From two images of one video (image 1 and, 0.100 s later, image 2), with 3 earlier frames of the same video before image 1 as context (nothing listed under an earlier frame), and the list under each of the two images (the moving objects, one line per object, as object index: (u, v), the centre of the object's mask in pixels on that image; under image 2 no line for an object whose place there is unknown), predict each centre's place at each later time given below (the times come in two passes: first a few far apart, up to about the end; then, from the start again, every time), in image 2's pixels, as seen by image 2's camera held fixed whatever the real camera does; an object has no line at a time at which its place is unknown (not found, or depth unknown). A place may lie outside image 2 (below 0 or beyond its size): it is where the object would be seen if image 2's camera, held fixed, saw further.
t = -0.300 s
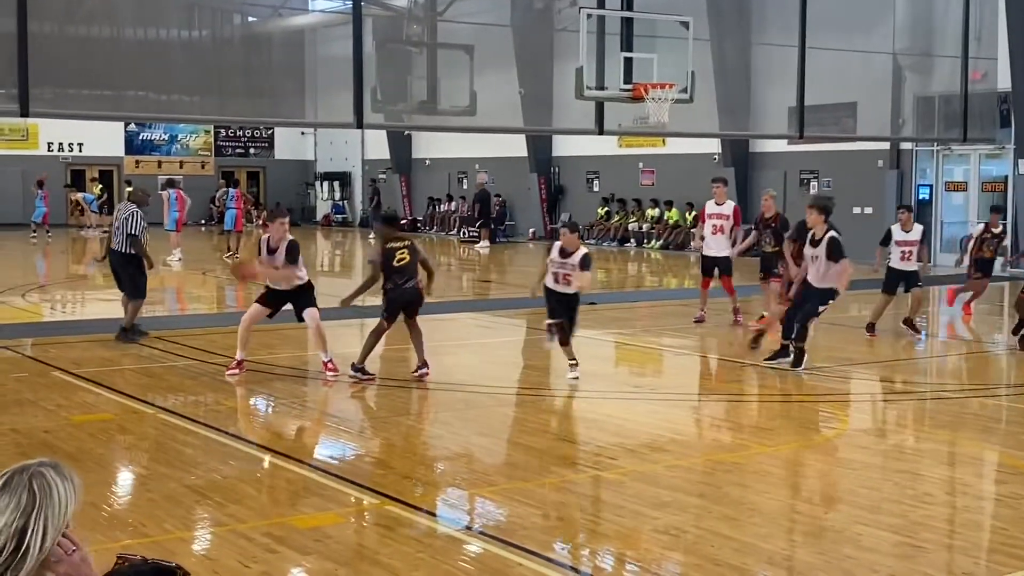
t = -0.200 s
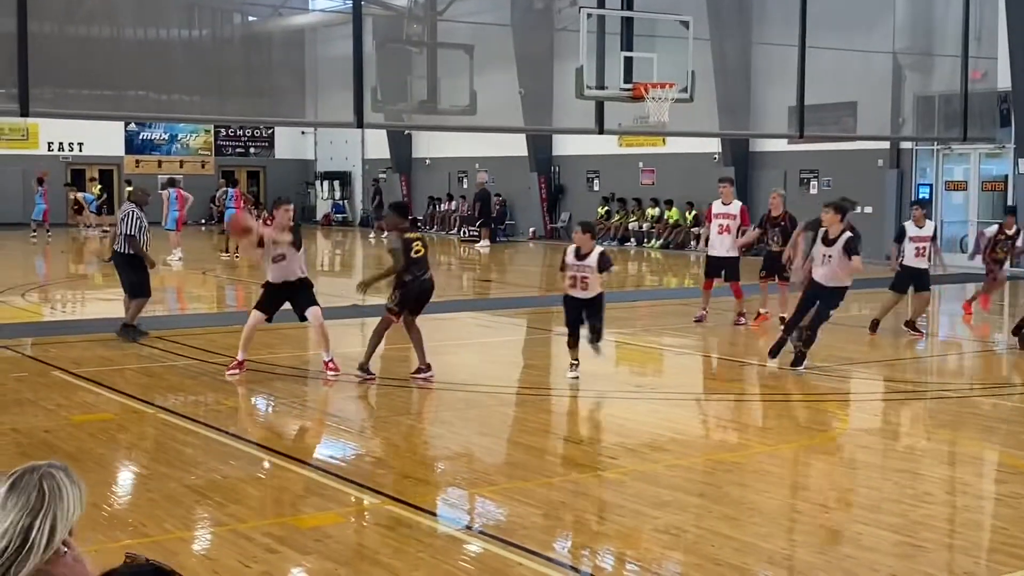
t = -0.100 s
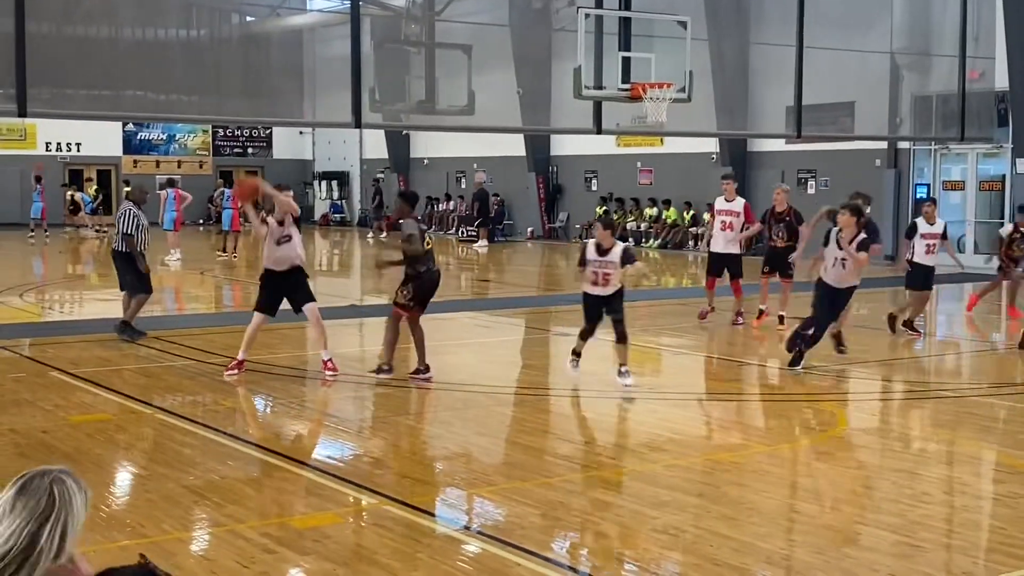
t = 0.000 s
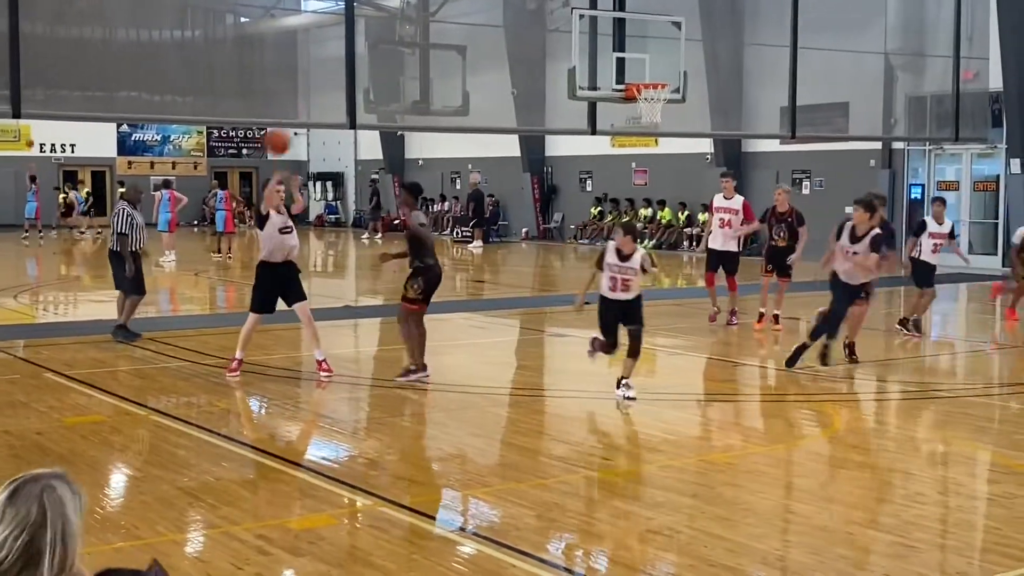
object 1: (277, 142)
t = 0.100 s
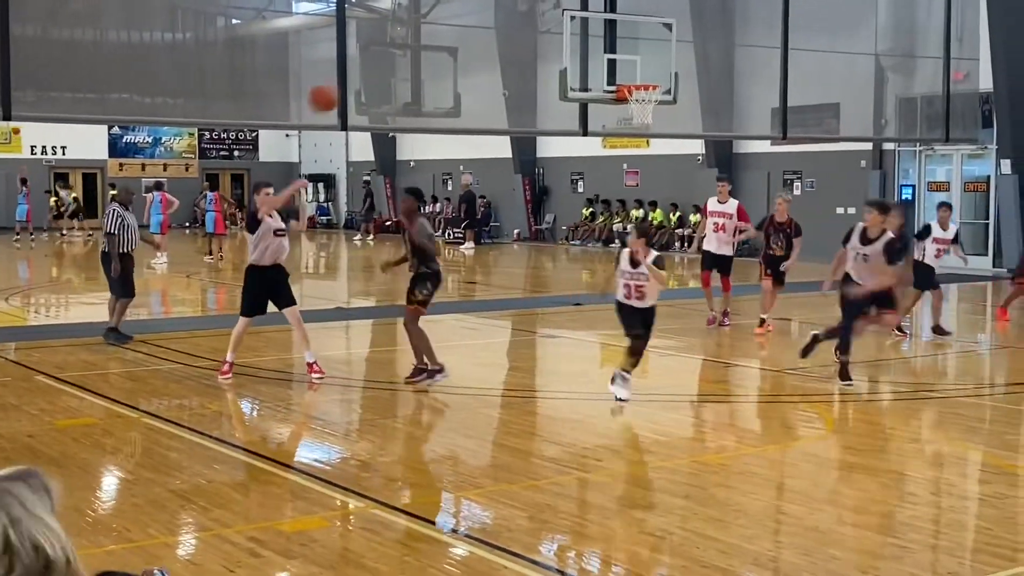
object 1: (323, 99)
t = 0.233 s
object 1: (404, 49)
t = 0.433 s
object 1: (544, 8)
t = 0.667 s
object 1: (740, 26)
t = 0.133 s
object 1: (343, 85)
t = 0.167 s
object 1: (364, 72)
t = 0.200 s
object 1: (382, 60)
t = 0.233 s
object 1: (404, 49)
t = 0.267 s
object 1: (426, 41)
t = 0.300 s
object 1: (449, 31)
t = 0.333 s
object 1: (471, 24)
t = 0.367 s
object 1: (494, 18)
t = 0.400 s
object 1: (519, 14)
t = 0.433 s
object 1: (544, 8)
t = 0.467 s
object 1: (569, 7)
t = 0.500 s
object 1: (596, 6)
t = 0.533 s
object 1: (622, 7)
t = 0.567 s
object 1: (650, 9)
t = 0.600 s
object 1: (679, 13)
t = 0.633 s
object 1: (708, 19)
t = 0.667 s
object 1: (740, 26)
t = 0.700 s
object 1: (773, 36)
